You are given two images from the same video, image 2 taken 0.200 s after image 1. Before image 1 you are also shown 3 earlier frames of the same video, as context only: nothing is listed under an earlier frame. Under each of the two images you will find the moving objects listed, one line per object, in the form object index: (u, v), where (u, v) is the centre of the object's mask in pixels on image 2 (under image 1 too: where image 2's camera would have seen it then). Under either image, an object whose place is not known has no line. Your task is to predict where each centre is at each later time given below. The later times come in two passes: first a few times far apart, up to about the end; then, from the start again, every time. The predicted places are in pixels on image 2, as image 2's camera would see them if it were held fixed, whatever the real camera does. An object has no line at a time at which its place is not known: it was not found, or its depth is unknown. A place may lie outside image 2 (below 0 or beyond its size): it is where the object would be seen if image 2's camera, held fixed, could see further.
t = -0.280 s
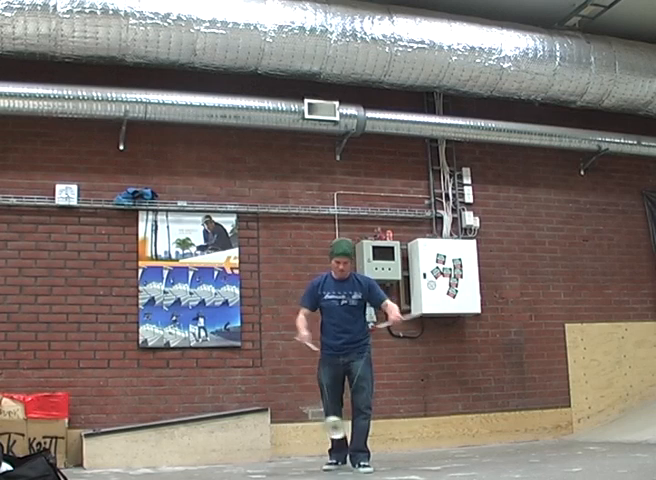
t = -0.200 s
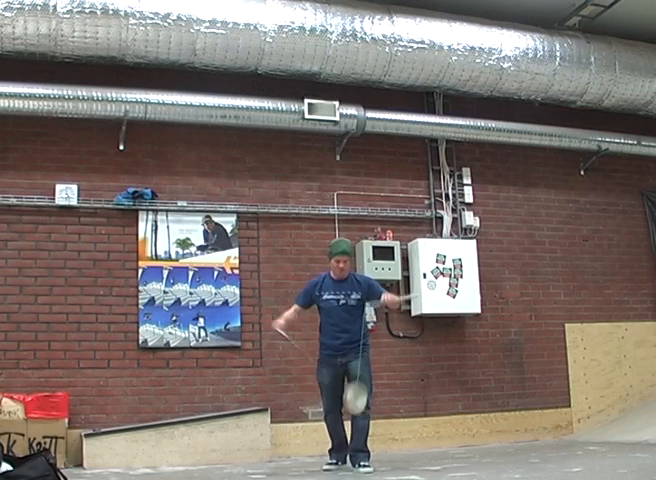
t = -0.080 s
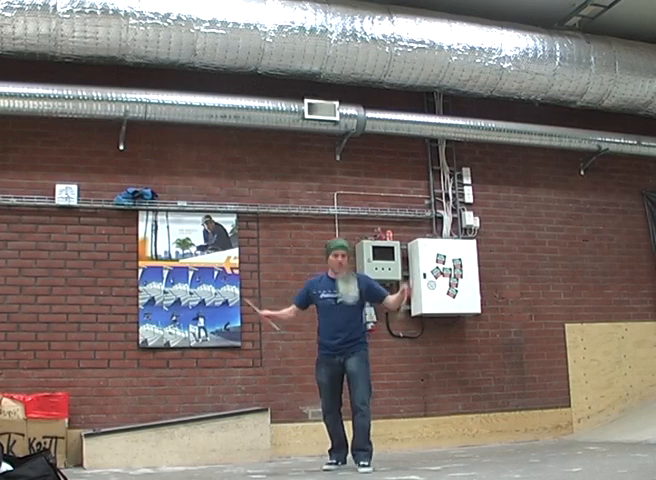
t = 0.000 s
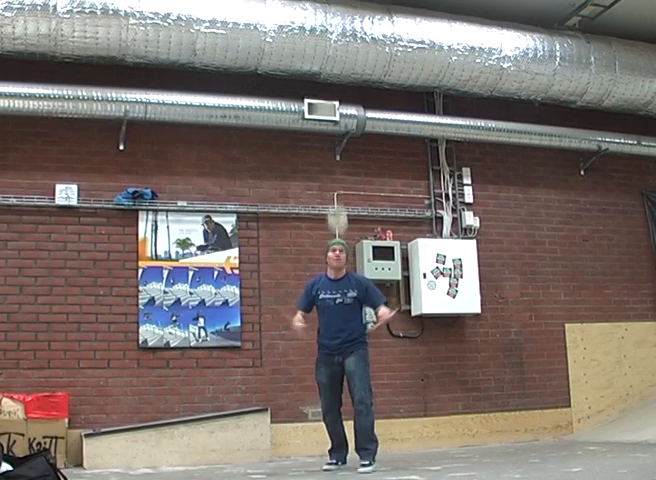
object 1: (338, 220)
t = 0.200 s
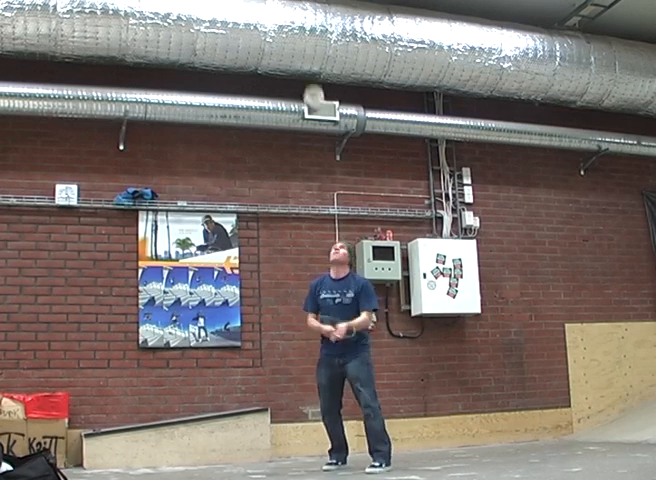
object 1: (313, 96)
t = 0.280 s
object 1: (306, 68)
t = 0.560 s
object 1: (280, 27)
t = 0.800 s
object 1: (261, 69)
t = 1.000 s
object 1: (245, 164)
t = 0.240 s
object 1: (310, 82)
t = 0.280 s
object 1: (306, 68)
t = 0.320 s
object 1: (302, 55)
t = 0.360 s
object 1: (297, 47)
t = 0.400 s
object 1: (294, 38)
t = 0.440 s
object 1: (291, 32)
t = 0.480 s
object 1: (287, 29)
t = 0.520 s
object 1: (283, 27)
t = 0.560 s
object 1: (280, 27)
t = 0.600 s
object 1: (277, 29)
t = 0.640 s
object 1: (274, 33)
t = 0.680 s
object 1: (270, 40)
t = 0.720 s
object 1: (267, 46)
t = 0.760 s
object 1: (264, 55)
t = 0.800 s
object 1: (261, 69)
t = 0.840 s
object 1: (258, 83)
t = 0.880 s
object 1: (255, 98)
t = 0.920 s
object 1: (251, 121)
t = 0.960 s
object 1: (248, 141)
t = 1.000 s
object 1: (245, 164)
